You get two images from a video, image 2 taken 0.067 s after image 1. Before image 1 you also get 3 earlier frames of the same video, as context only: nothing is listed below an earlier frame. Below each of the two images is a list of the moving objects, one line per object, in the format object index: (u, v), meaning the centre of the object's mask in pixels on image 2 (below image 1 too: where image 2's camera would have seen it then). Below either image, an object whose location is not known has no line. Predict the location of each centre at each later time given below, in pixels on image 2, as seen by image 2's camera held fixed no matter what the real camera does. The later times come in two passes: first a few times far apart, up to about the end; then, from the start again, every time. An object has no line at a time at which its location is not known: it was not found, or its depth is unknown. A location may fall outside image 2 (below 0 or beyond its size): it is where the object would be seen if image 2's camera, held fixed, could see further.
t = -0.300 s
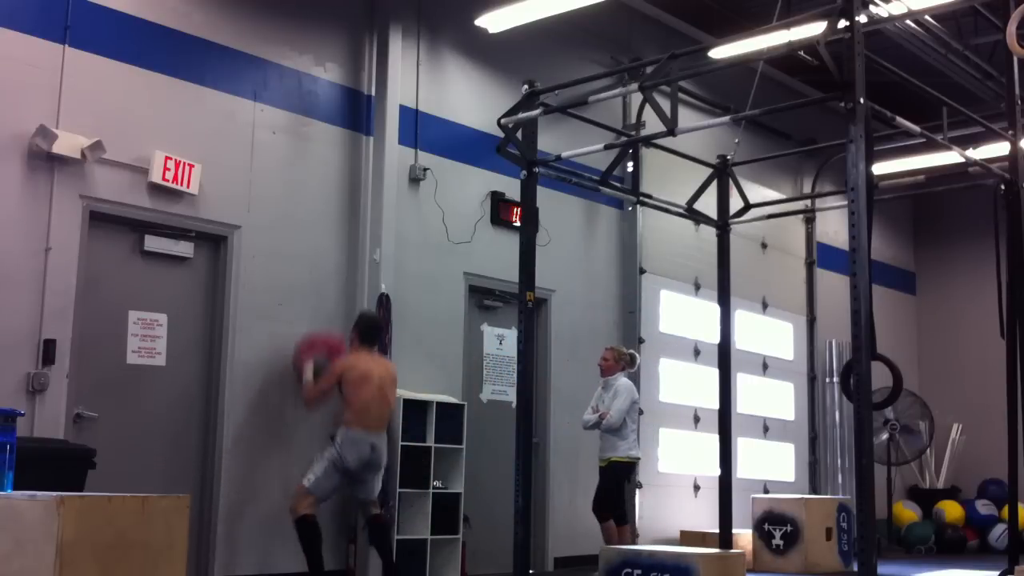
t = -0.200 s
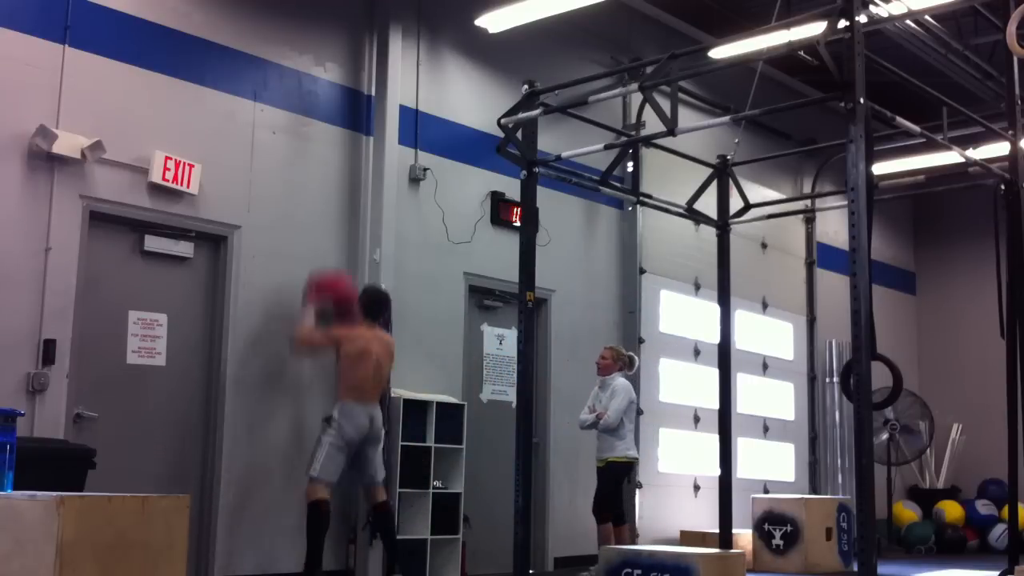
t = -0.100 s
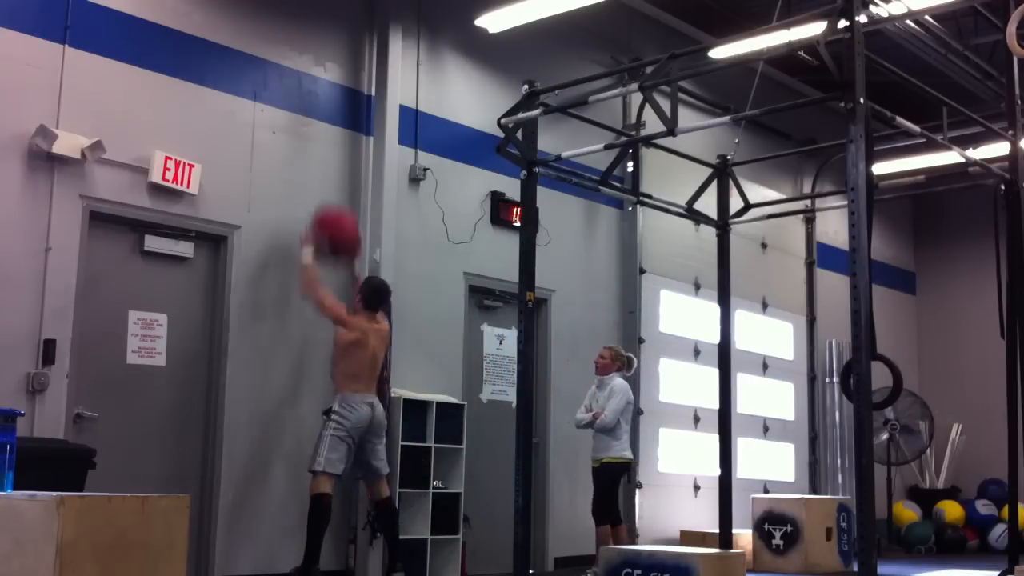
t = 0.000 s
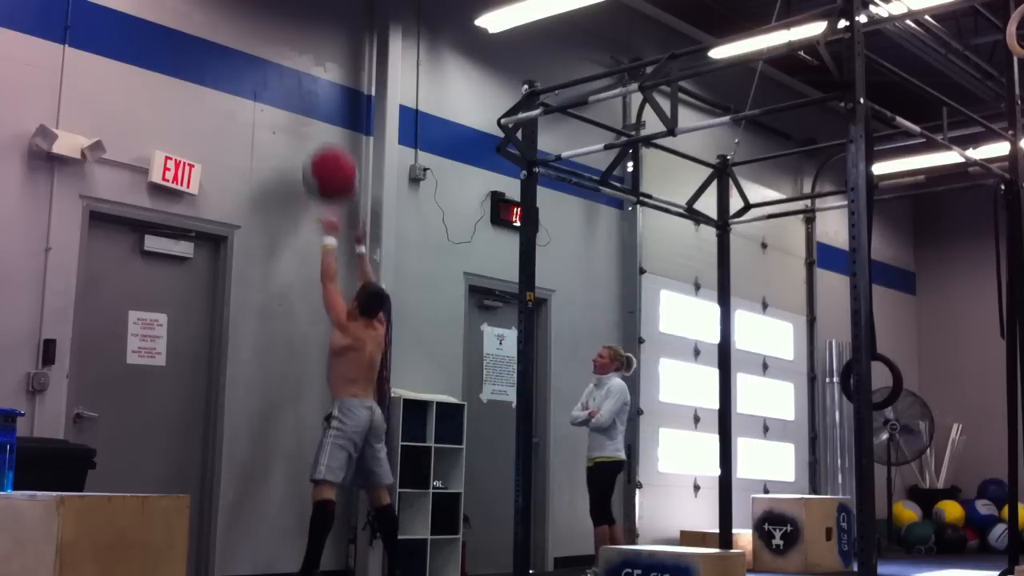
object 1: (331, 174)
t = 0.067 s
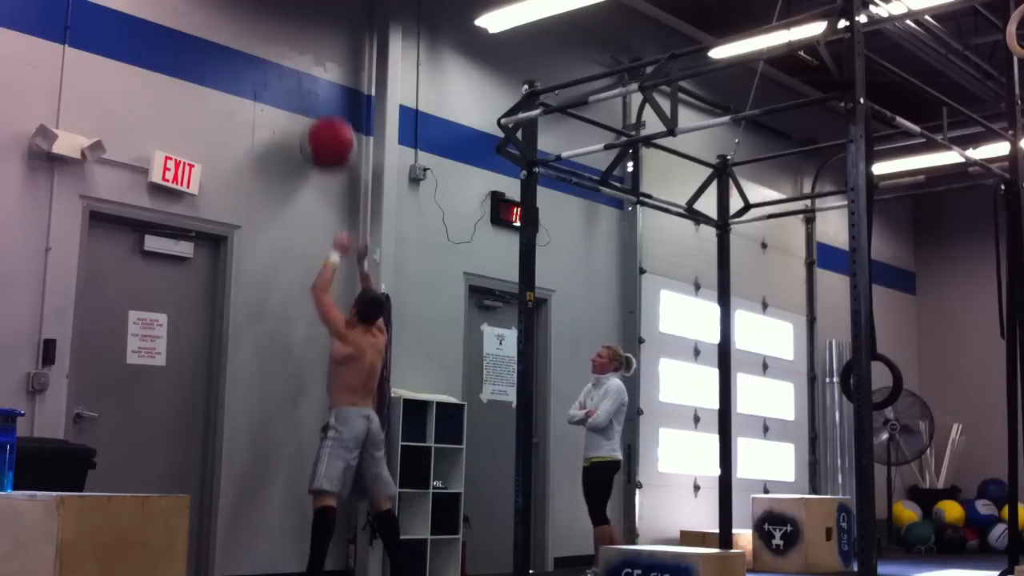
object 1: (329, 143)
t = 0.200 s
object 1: (323, 102)
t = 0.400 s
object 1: (323, 91)
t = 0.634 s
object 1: (326, 155)
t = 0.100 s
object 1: (328, 130)
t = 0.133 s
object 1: (326, 119)
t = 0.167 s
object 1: (324, 110)
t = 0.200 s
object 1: (323, 102)
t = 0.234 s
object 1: (321, 95)
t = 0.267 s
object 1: (320, 91)
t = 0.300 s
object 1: (321, 88)
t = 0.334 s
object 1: (322, 88)
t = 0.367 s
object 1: (322, 88)
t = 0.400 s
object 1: (323, 91)
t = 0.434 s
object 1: (324, 94)
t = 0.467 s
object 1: (325, 100)
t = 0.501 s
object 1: (326, 107)
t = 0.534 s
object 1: (326, 117)
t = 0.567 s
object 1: (326, 128)
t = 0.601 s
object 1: (326, 141)
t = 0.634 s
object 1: (326, 155)
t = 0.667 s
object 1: (326, 172)
